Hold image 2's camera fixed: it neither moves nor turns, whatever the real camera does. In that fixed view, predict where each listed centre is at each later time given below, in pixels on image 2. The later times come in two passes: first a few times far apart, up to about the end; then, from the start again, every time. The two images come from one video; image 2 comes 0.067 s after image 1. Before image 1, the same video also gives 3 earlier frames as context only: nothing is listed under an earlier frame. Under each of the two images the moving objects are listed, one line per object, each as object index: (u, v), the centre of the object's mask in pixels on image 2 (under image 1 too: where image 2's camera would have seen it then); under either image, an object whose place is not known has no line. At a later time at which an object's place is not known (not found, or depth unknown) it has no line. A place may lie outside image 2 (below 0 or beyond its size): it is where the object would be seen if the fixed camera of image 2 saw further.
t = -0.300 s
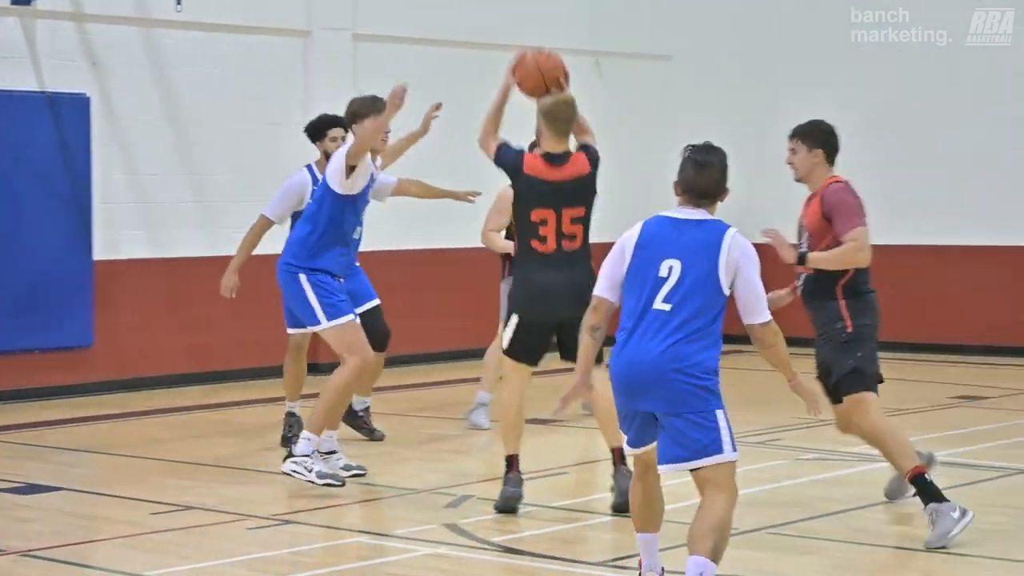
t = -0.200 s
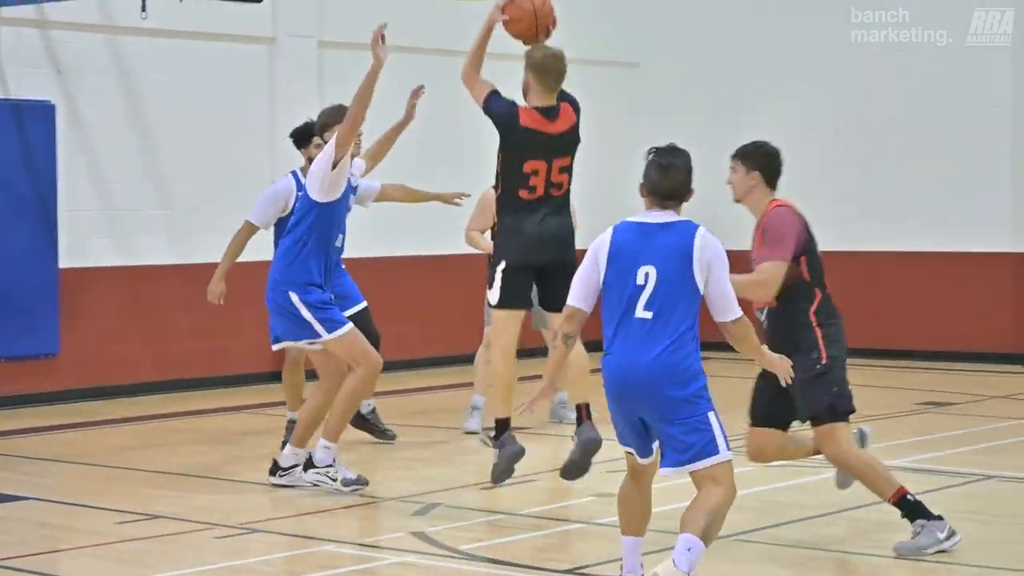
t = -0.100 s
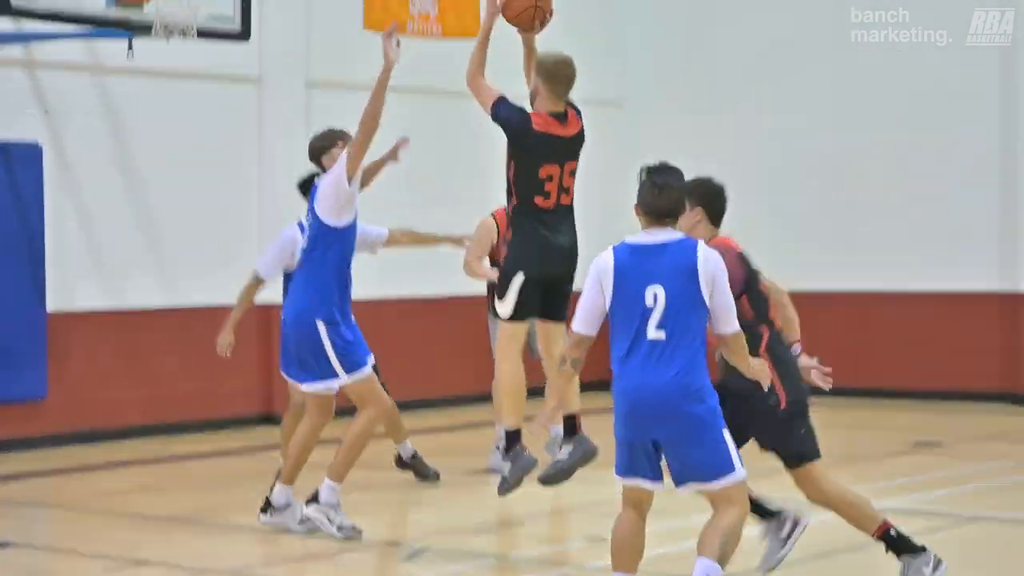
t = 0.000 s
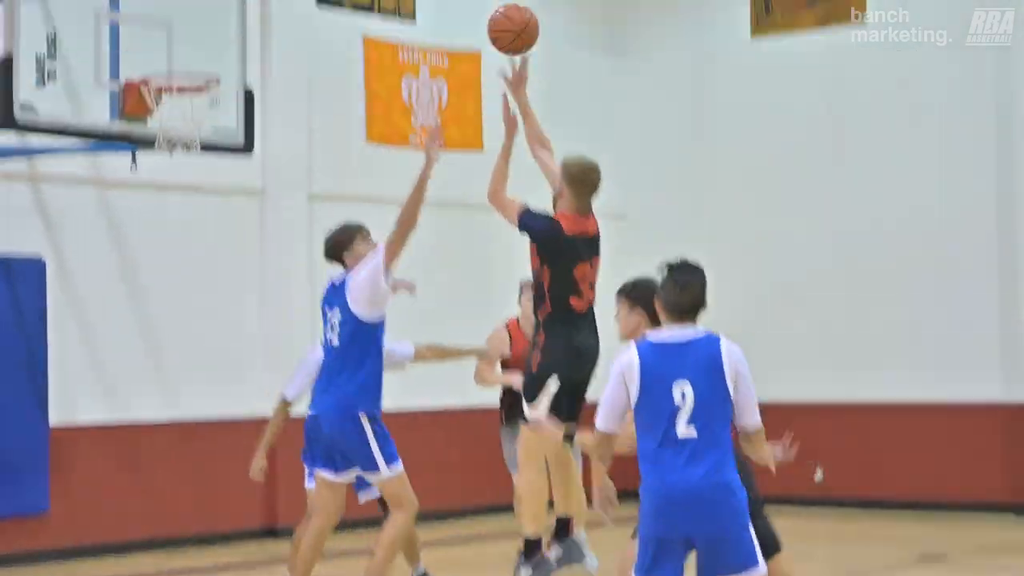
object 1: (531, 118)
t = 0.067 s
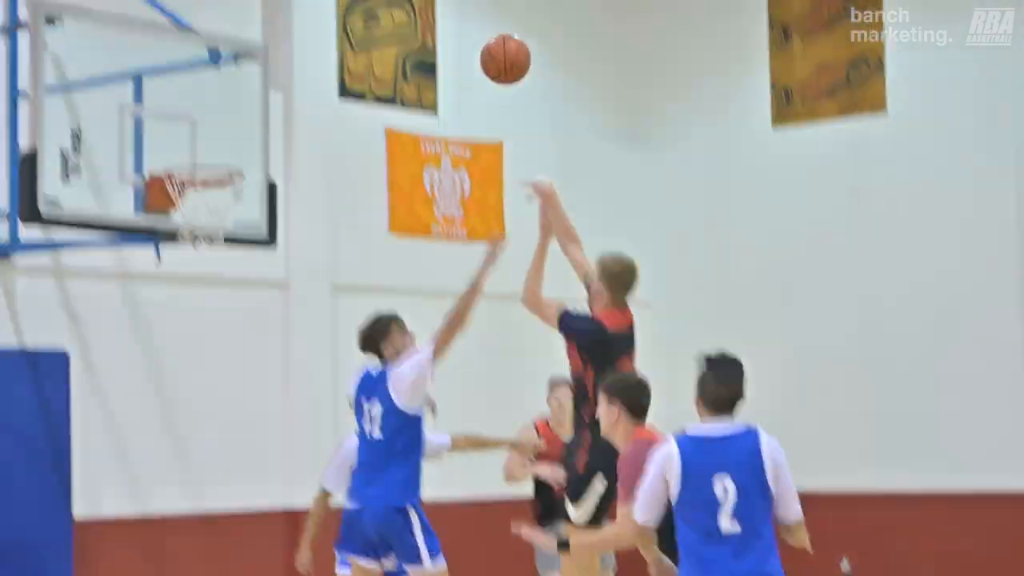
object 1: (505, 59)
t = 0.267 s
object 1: (427, -57)
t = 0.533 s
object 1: (337, -82)
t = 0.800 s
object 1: (261, 18)
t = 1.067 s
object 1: (193, 221)
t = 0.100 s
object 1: (491, 33)
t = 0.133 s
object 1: (478, 10)
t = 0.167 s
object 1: (465, -10)
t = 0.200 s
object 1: (452, -28)
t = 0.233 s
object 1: (440, -44)
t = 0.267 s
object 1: (427, -57)
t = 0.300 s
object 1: (415, -67)
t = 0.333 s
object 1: (404, -75)
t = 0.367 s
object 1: (392, -81)
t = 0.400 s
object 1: (380, -85)
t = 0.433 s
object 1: (369, -87)
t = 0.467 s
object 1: (358, -89)
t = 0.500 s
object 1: (348, -87)
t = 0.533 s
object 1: (337, -82)
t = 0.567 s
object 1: (327, -76)
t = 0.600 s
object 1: (317, -68)
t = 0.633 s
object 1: (308, -58)
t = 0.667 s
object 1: (298, -47)
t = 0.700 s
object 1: (289, -33)
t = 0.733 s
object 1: (280, -18)
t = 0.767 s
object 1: (271, -1)
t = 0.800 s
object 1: (261, 18)
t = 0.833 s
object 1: (253, 38)
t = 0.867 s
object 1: (244, 60)
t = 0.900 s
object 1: (235, 84)
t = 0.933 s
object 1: (227, 108)
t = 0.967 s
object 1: (217, 134)
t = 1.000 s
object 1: (209, 160)
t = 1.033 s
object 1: (203, 191)
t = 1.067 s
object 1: (193, 221)
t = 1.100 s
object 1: (188, 244)
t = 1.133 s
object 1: (181, 271)
